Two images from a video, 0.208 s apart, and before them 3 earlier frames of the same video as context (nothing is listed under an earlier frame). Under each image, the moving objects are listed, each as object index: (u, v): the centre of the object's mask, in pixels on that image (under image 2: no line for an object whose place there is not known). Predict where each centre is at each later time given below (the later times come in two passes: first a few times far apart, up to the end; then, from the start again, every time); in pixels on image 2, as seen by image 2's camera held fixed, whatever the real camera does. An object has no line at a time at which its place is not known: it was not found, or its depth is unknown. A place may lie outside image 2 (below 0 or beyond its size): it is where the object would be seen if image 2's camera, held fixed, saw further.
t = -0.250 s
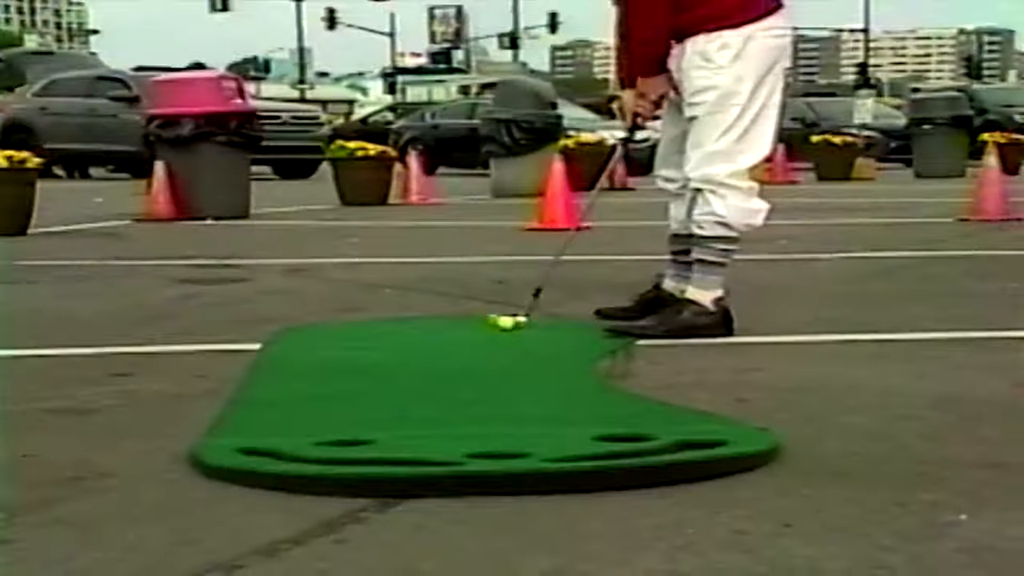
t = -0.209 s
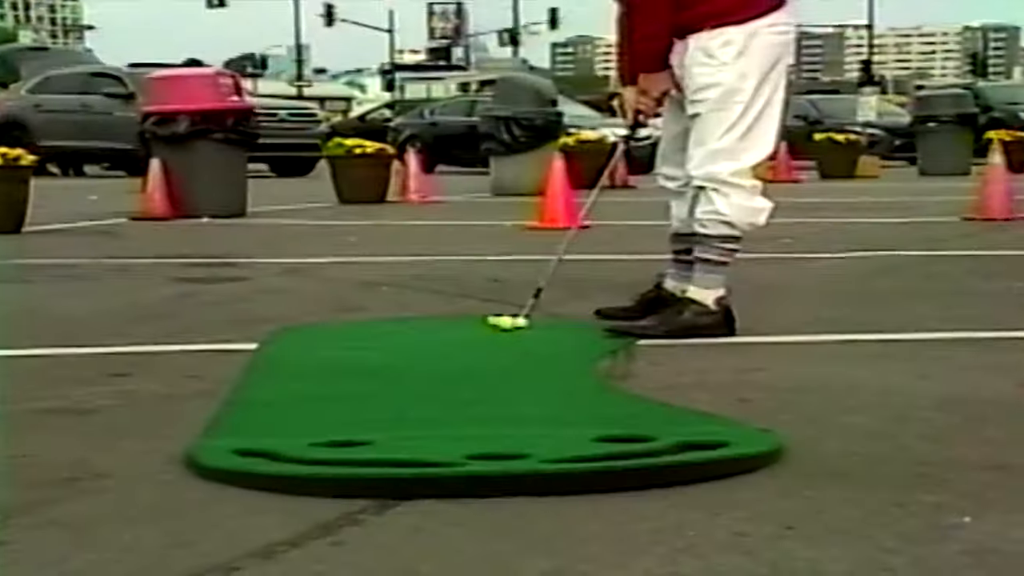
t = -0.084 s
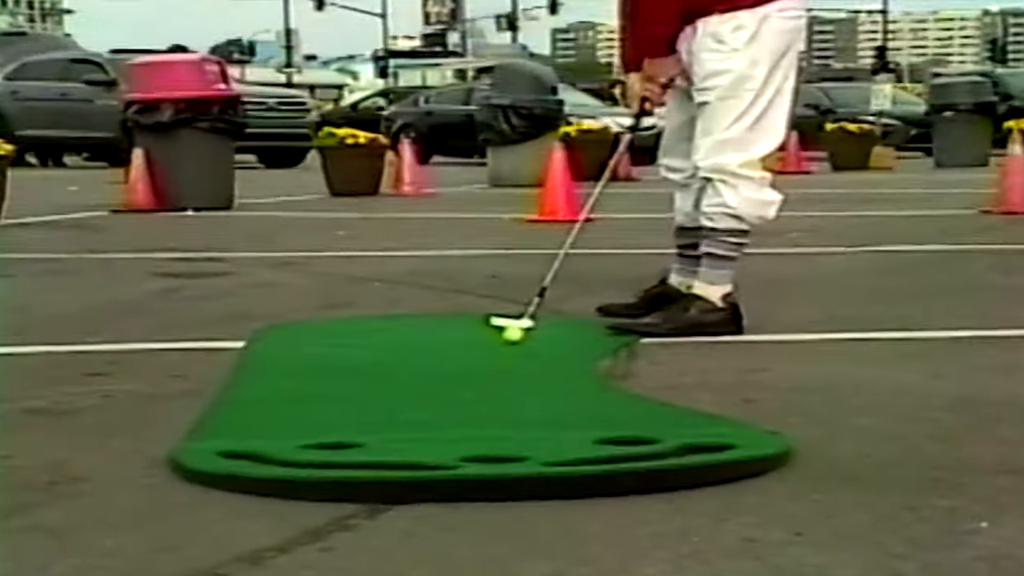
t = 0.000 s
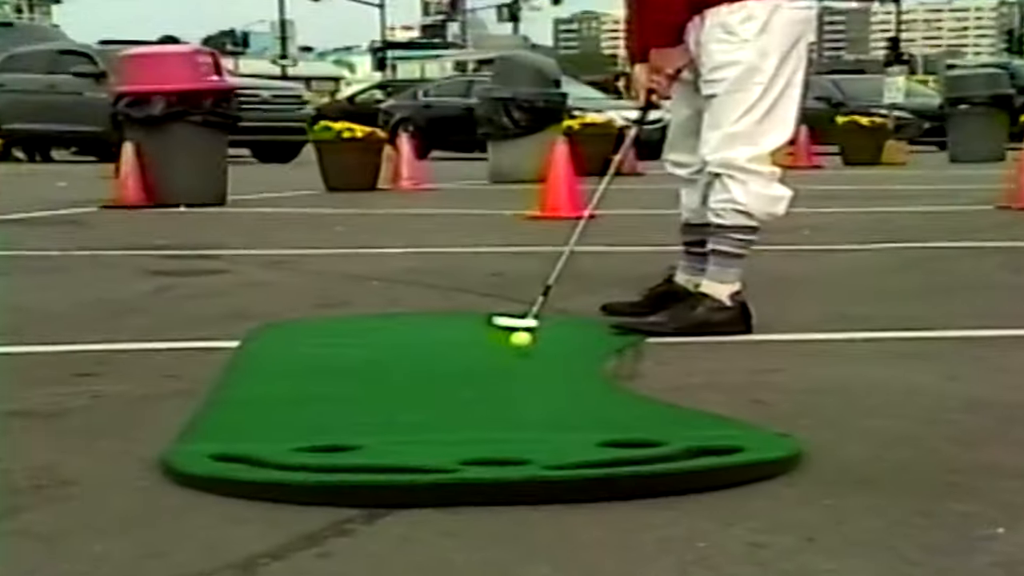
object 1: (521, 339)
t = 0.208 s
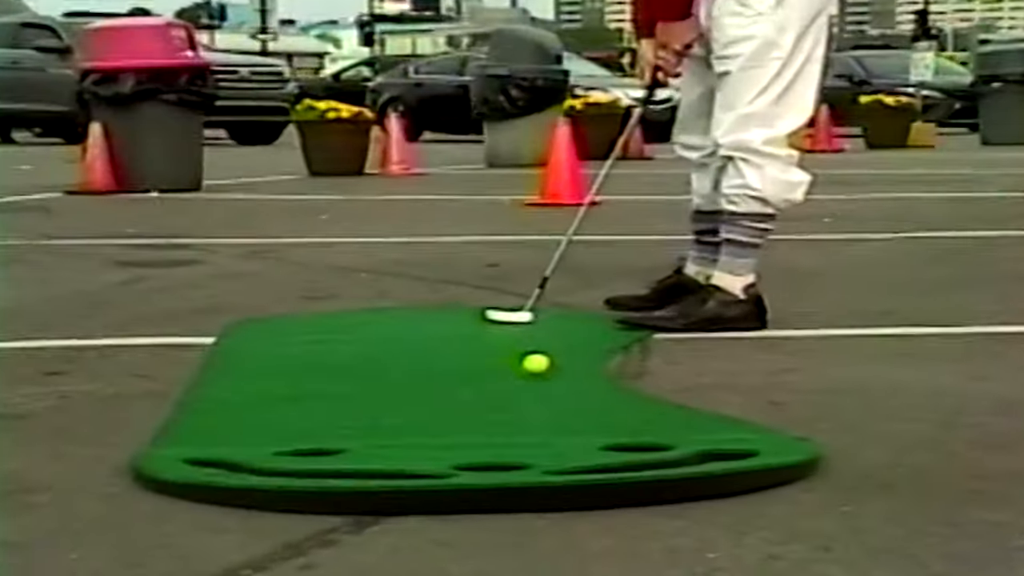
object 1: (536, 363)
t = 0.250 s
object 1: (540, 375)
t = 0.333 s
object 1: (546, 383)
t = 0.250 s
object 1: (540, 375)
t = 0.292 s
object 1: (543, 376)
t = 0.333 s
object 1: (546, 383)
